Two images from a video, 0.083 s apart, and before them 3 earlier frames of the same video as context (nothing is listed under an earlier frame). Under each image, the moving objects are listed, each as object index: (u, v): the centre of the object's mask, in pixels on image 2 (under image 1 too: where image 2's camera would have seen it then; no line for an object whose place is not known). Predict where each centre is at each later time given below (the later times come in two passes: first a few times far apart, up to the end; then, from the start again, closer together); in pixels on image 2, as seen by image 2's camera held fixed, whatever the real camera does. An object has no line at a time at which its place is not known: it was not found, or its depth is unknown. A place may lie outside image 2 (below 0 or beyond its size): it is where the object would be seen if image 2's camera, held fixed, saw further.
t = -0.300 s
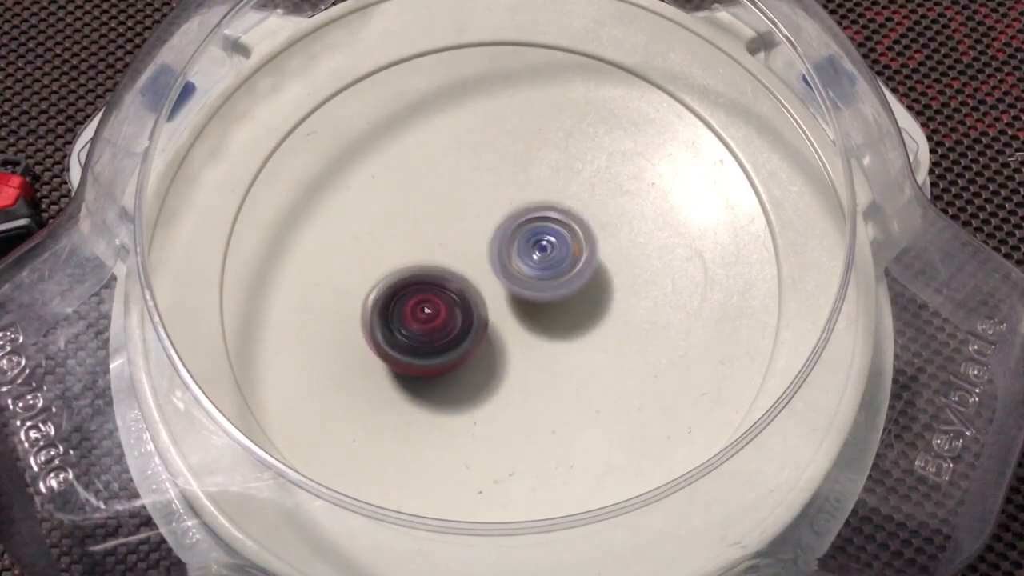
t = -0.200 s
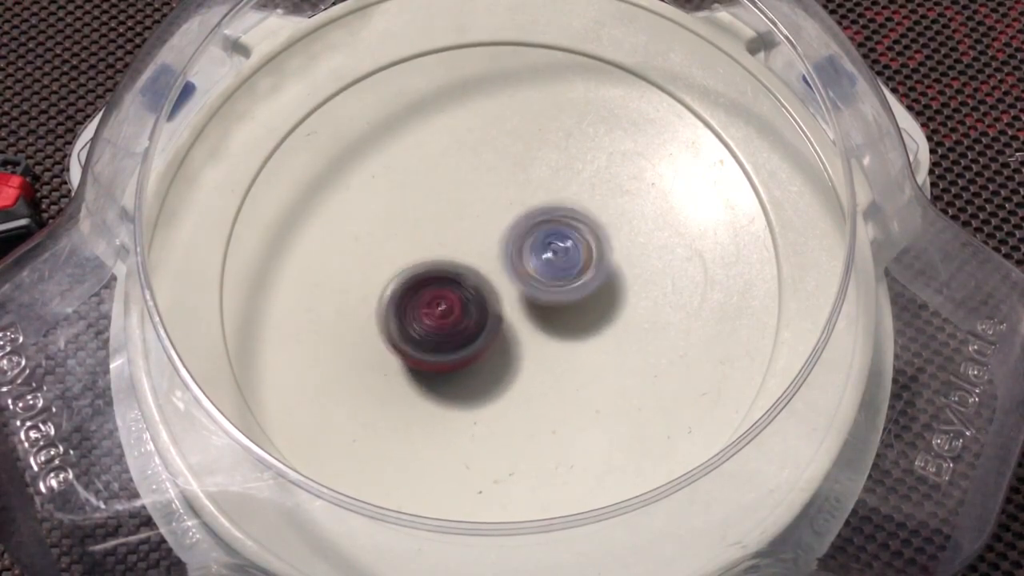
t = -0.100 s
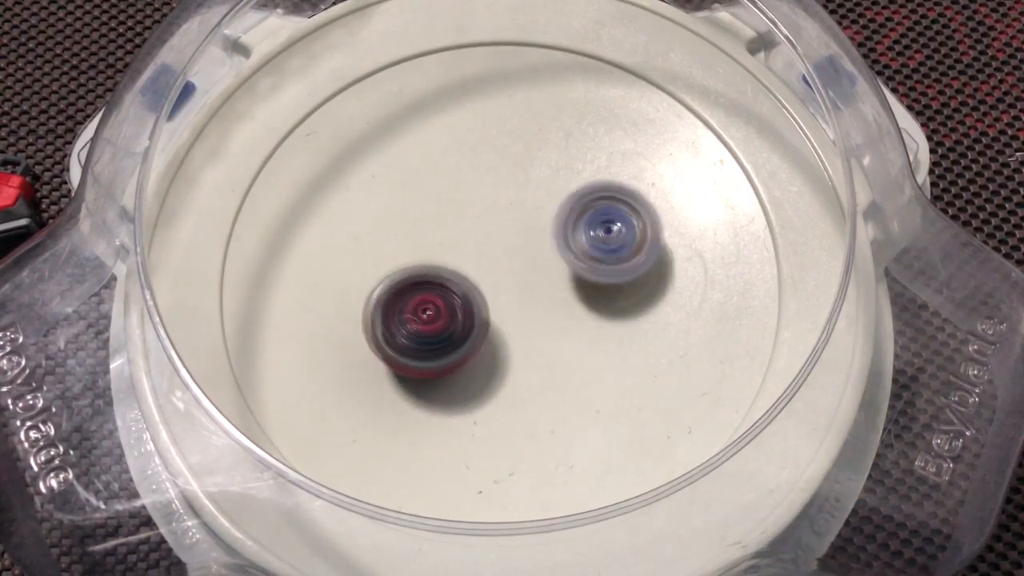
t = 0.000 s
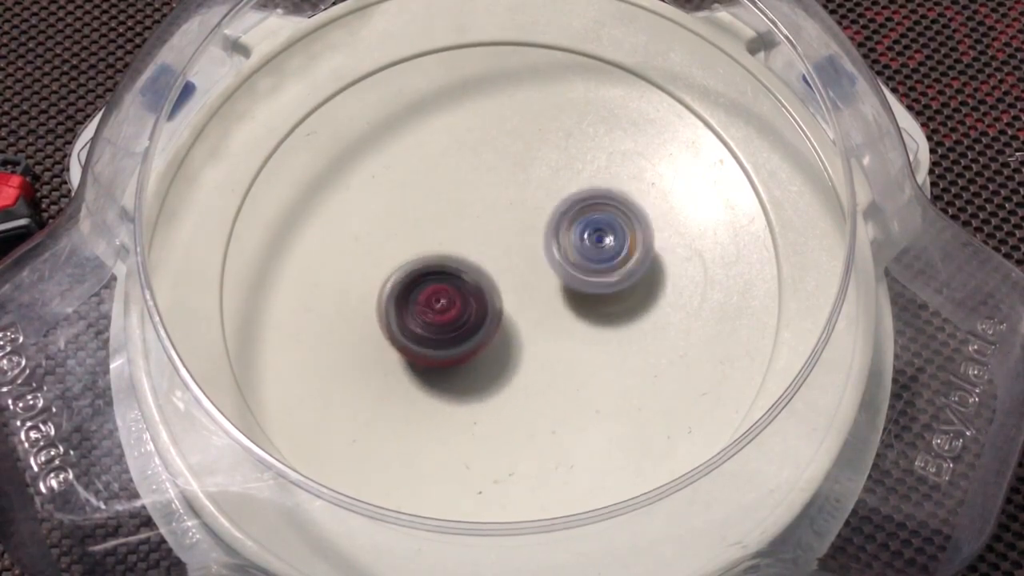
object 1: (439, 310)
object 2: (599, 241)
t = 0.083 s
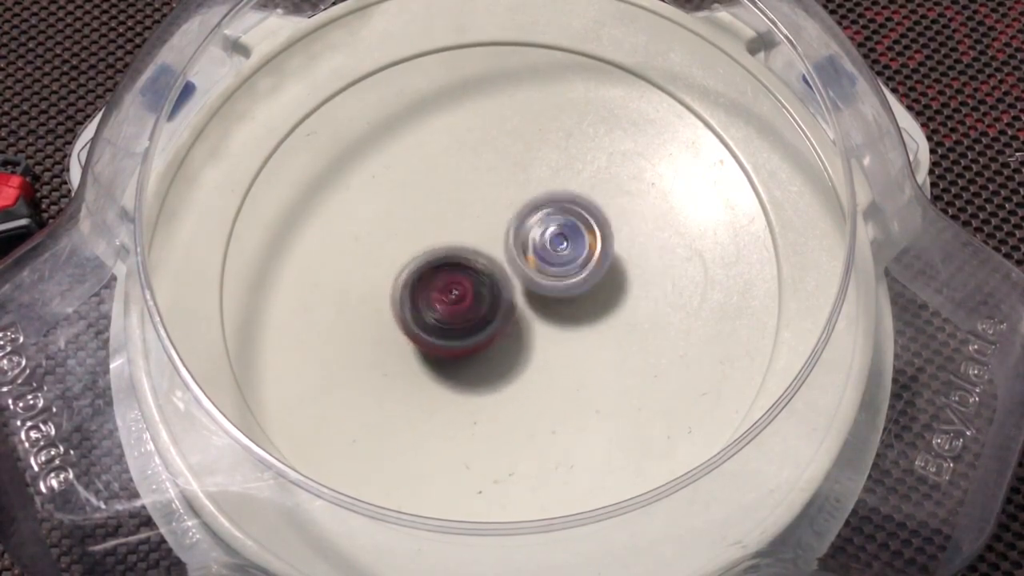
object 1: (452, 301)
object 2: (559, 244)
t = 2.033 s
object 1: (548, 309)
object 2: (449, 244)
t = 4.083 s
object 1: (385, 270)
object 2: (521, 274)
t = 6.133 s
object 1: (480, 149)
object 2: (490, 271)
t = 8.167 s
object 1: (575, 212)
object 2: (432, 236)
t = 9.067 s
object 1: (462, 206)
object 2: (474, 329)
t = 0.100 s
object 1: (448, 303)
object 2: (557, 238)
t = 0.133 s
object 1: (440, 306)
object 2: (555, 230)
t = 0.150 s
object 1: (438, 306)
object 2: (552, 227)
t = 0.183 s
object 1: (436, 305)
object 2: (547, 219)
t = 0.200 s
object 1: (435, 304)
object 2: (542, 218)
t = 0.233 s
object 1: (438, 301)
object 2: (536, 209)
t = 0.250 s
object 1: (440, 300)
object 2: (532, 208)
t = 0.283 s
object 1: (444, 296)
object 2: (525, 200)
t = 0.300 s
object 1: (446, 295)
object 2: (524, 197)
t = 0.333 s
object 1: (450, 292)
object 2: (520, 191)
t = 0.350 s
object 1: (453, 291)
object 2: (520, 189)
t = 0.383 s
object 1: (459, 287)
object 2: (520, 186)
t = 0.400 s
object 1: (463, 285)
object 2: (523, 185)
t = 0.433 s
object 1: (469, 282)
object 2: (526, 185)
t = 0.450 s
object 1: (471, 280)
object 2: (529, 186)
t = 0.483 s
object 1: (476, 284)
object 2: (538, 184)
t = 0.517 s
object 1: (480, 287)
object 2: (545, 182)
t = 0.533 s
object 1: (483, 288)
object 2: (550, 184)
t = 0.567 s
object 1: (486, 288)
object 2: (554, 189)
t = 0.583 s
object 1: (488, 288)
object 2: (557, 192)
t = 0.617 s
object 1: (491, 290)
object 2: (561, 203)
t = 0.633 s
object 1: (487, 298)
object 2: (570, 198)
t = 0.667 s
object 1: (476, 316)
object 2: (587, 189)
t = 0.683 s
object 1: (470, 323)
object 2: (591, 184)
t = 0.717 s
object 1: (462, 331)
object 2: (598, 176)
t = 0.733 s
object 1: (458, 334)
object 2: (599, 175)
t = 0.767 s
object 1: (452, 336)
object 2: (596, 173)
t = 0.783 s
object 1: (449, 336)
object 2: (594, 173)
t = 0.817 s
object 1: (444, 335)
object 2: (582, 174)
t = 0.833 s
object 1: (443, 333)
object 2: (574, 174)
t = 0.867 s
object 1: (442, 330)
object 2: (557, 179)
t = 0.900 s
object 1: (444, 324)
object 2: (537, 183)
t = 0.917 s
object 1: (444, 322)
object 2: (527, 183)
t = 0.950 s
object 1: (447, 316)
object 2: (509, 186)
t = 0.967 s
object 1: (449, 314)
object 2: (498, 187)
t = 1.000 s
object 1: (452, 308)
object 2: (483, 189)
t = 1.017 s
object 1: (454, 306)
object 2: (475, 192)
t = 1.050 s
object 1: (458, 301)
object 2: (464, 192)
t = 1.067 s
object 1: (461, 299)
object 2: (460, 192)
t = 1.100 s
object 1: (466, 301)
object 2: (452, 190)
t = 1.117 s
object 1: (469, 301)
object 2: (452, 187)
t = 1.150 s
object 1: (476, 301)
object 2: (451, 186)
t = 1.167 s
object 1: (479, 300)
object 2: (452, 186)
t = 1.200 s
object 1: (487, 299)
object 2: (459, 191)
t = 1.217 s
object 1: (490, 299)
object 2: (463, 194)
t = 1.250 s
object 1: (498, 299)
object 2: (472, 192)
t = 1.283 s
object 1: (502, 301)
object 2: (483, 192)
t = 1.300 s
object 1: (505, 302)
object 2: (489, 196)
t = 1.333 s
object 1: (515, 321)
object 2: (500, 186)
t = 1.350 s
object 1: (521, 338)
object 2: (501, 170)
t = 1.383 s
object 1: (530, 371)
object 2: (504, 144)
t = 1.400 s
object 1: (533, 383)
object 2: (504, 134)
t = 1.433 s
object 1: (535, 404)
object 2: (503, 115)
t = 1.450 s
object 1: (535, 412)
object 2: (500, 108)
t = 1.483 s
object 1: (534, 427)
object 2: (493, 101)
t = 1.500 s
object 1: (533, 431)
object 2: (490, 100)
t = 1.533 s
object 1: (529, 438)
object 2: (481, 98)
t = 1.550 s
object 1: (526, 439)
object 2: (476, 99)
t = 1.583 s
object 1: (520, 439)
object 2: (466, 103)
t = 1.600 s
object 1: (518, 438)
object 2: (461, 106)
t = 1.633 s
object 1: (516, 434)
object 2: (452, 115)
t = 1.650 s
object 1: (514, 430)
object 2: (448, 120)
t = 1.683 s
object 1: (512, 423)
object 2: (438, 133)
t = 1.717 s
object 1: (511, 412)
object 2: (430, 146)
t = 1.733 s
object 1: (510, 408)
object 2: (427, 154)
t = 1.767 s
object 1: (511, 397)
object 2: (422, 168)
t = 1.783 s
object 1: (511, 392)
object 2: (421, 175)
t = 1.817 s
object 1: (515, 381)
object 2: (416, 189)
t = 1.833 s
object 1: (516, 376)
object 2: (413, 194)
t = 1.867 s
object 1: (521, 365)
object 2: (414, 204)
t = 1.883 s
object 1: (523, 360)
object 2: (415, 210)
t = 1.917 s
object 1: (528, 349)
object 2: (420, 219)
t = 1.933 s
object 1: (530, 343)
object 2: (424, 223)
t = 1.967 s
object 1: (536, 332)
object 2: (432, 231)
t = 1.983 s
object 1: (538, 326)
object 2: (434, 233)
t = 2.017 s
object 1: (545, 316)
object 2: (443, 240)
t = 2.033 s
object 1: (548, 309)
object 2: (449, 244)
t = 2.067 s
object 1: (566, 303)
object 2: (448, 241)
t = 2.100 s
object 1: (589, 299)
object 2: (436, 234)
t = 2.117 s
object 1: (599, 298)
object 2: (431, 230)
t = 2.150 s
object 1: (615, 293)
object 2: (428, 223)
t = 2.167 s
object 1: (620, 292)
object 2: (429, 223)
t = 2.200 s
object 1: (630, 287)
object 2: (431, 221)
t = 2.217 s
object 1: (634, 285)
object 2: (434, 219)
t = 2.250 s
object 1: (641, 282)
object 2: (443, 221)
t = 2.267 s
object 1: (643, 279)
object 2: (447, 223)
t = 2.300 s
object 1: (648, 274)
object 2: (458, 227)
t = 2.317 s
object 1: (650, 271)
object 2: (467, 232)
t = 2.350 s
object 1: (653, 266)
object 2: (479, 240)
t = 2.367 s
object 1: (653, 263)
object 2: (484, 242)
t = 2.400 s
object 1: (654, 258)
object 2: (496, 251)
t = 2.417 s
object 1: (655, 256)
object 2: (503, 258)
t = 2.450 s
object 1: (652, 252)
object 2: (511, 268)
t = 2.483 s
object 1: (650, 247)
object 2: (517, 280)
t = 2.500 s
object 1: (648, 244)
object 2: (520, 285)
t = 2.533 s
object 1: (644, 238)
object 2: (523, 297)
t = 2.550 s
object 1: (641, 235)
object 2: (521, 304)
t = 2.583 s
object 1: (636, 229)
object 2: (518, 313)
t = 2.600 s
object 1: (633, 226)
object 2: (517, 316)
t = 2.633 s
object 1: (627, 221)
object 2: (508, 320)
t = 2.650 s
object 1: (624, 218)
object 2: (502, 321)
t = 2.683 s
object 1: (615, 212)
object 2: (493, 318)
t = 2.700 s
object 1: (612, 210)
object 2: (490, 315)
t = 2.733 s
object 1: (601, 205)
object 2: (483, 308)
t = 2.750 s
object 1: (597, 203)
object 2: (477, 303)
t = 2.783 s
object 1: (586, 198)
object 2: (473, 292)
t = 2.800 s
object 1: (581, 198)
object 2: (473, 287)
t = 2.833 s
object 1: (572, 195)
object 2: (471, 273)
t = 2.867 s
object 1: (562, 193)
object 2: (470, 262)
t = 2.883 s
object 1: (561, 189)
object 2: (465, 259)
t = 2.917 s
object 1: (558, 182)
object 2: (458, 257)
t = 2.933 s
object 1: (556, 179)
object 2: (457, 256)
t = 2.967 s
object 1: (547, 175)
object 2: (456, 255)
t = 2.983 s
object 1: (544, 173)
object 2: (456, 254)
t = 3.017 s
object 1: (537, 168)
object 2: (459, 256)
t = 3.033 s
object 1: (532, 166)
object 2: (462, 259)
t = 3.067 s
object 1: (525, 164)
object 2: (467, 265)
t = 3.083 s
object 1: (520, 162)
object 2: (469, 267)
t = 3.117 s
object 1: (511, 161)
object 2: (476, 274)
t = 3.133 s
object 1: (507, 161)
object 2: (479, 280)
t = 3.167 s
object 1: (497, 163)
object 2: (485, 289)
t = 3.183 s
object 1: (493, 163)
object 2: (487, 292)
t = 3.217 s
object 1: (483, 166)
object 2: (490, 302)
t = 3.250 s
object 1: (473, 171)
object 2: (490, 311)
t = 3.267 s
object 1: (469, 172)
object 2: (491, 319)
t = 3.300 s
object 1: (459, 177)
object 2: (487, 326)
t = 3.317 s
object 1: (455, 179)
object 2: (482, 327)
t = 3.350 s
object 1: (446, 182)
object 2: (475, 331)
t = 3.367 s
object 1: (441, 185)
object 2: (473, 333)
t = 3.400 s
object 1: (433, 188)
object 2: (463, 331)
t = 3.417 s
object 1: (429, 191)
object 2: (456, 328)
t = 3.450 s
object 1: (422, 195)
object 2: (448, 322)
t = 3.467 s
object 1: (418, 197)
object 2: (446, 316)
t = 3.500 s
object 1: (411, 200)
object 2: (440, 307)
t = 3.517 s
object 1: (407, 200)
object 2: (439, 307)
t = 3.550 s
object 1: (396, 195)
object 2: (445, 310)
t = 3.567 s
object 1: (390, 190)
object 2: (451, 315)
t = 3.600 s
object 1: (382, 184)
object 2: (459, 322)
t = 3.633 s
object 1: (378, 180)
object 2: (466, 326)
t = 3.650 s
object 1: (376, 179)
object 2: (469, 328)
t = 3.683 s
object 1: (374, 181)
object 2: (474, 331)
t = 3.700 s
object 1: (374, 182)
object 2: (479, 332)
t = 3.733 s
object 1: (373, 186)
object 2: (483, 333)
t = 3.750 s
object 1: (373, 189)
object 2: (484, 333)
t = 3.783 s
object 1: (372, 194)
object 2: (488, 331)
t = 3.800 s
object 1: (371, 198)
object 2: (491, 328)
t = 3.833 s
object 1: (371, 204)
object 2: (494, 323)
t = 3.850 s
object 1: (370, 207)
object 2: (495, 321)
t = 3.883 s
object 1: (371, 213)
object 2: (498, 314)
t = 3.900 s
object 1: (372, 216)
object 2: (500, 310)
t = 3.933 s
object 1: (373, 224)
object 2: (502, 302)
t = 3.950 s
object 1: (375, 229)
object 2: (504, 298)
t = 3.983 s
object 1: (378, 239)
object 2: (507, 291)
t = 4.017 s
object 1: (383, 249)
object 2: (509, 285)
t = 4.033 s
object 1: (386, 255)
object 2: (508, 283)
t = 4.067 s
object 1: (389, 265)
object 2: (512, 278)
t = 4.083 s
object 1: (385, 270)
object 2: (521, 274)
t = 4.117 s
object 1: (376, 283)
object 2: (540, 269)
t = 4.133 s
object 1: (373, 288)
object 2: (546, 266)
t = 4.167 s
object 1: (369, 296)
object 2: (555, 262)
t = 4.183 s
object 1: (367, 300)
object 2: (559, 262)
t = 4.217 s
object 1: (367, 307)
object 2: (563, 261)
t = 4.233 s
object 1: (368, 309)
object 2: (563, 261)
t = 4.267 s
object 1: (370, 316)
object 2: (563, 262)
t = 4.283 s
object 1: (373, 319)
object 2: (563, 262)
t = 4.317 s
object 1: (378, 325)
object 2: (559, 264)
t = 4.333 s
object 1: (381, 328)
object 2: (556, 266)
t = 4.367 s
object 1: (389, 333)
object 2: (550, 268)
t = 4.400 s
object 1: (398, 337)
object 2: (544, 270)
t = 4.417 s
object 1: (402, 339)
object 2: (541, 269)
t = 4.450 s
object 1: (411, 343)
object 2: (534, 270)
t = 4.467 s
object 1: (418, 345)
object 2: (530, 271)
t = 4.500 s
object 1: (429, 347)
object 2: (524, 270)
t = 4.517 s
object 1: (434, 349)
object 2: (520, 269)
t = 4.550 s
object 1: (432, 372)
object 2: (530, 250)
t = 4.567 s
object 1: (428, 382)
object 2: (540, 234)
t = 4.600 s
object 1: (423, 398)
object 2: (553, 209)
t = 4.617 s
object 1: (422, 404)
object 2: (558, 201)
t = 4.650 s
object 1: (421, 410)
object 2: (566, 184)
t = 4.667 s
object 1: (421, 412)
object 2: (566, 177)
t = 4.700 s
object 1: (425, 416)
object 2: (568, 170)
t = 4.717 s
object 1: (428, 418)
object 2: (569, 169)
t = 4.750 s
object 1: (434, 418)
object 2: (565, 168)
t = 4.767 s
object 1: (437, 419)
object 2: (560, 170)
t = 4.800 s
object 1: (444, 418)
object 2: (552, 173)
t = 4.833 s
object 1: (453, 416)
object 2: (543, 180)
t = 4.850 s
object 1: (456, 414)
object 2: (538, 180)
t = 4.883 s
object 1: (465, 410)
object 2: (527, 185)
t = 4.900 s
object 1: (470, 407)
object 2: (522, 190)
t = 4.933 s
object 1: (479, 401)
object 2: (514, 195)
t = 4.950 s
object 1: (483, 396)
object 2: (509, 197)
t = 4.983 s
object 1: (492, 389)
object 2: (503, 202)
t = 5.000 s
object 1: (497, 385)
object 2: (503, 205)
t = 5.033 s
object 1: (507, 376)
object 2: (501, 210)
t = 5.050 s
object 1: (511, 371)
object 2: (499, 215)
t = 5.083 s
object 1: (521, 363)
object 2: (500, 222)
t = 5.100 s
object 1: (527, 359)
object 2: (502, 226)
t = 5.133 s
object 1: (536, 348)
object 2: (503, 234)
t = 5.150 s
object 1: (540, 342)
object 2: (503, 237)
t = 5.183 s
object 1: (552, 339)
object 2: (498, 237)
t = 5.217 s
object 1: (561, 333)
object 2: (494, 237)
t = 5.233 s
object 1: (565, 329)
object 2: (491, 238)
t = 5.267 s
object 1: (572, 321)
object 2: (487, 240)
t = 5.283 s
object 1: (575, 316)
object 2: (486, 241)
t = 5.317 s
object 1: (580, 305)
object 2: (483, 243)
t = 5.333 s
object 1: (584, 300)
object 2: (480, 245)
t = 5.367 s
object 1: (596, 292)
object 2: (468, 242)
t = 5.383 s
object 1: (599, 288)
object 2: (463, 241)
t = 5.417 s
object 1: (605, 280)
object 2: (454, 240)
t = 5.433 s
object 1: (608, 276)
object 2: (450, 240)
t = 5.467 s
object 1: (612, 267)
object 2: (443, 239)
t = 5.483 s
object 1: (613, 262)
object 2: (439, 238)
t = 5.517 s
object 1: (615, 253)
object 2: (433, 238)
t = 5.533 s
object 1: (615, 247)
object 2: (432, 238)
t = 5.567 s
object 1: (615, 238)
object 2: (427, 236)
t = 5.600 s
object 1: (613, 228)
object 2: (424, 236)
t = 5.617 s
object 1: (610, 223)
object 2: (424, 237)
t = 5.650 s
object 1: (605, 214)
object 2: (425, 238)
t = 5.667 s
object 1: (603, 210)
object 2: (425, 239)
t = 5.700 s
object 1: (597, 202)
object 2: (428, 242)
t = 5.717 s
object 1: (593, 199)
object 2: (429, 242)
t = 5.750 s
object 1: (586, 191)
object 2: (433, 245)
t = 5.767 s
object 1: (583, 188)
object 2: (436, 248)
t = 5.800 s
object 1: (575, 182)
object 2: (441, 251)
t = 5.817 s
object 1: (570, 178)
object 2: (442, 252)
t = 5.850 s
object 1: (560, 173)
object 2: (447, 254)
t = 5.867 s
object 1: (556, 171)
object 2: (450, 253)
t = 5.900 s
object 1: (546, 167)
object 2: (456, 254)
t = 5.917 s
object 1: (541, 165)
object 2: (460, 255)
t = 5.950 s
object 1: (531, 163)
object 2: (467, 254)
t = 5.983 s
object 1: (522, 159)
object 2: (470, 256)
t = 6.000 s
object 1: (517, 158)
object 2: (471, 258)
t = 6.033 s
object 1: (508, 155)
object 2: (476, 260)
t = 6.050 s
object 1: (505, 154)
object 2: (478, 260)
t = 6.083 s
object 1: (495, 153)
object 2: (483, 264)
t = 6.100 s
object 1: (490, 151)
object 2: (486, 266)
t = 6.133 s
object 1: (480, 149)
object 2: (490, 271)
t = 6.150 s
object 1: (477, 149)
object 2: (492, 274)
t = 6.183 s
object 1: (468, 151)
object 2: (497, 277)
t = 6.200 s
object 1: (463, 152)
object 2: (498, 279)
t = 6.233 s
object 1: (455, 155)
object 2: (503, 283)
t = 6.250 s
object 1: (450, 159)
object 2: (507, 284)
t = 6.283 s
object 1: (442, 163)
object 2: (510, 288)
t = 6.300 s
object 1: (439, 165)
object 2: (512, 291)
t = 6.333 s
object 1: (431, 170)
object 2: (515, 295)
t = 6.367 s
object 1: (423, 178)
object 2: (518, 299)
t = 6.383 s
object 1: (419, 183)
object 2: (518, 301)
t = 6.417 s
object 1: (412, 190)
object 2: (519, 304)
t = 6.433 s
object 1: (409, 194)
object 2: (518, 304)
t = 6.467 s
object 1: (403, 203)
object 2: (518, 307)
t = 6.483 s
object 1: (399, 207)
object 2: (519, 308)
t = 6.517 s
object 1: (394, 217)
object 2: (518, 307)
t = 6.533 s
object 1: (392, 223)
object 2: (517, 308)
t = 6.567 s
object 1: (388, 234)
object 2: (516, 307)
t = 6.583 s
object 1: (387, 239)
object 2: (515, 307)
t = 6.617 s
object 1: (384, 250)
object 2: (514, 305)
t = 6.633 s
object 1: (383, 257)
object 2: (513, 304)
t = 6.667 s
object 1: (382, 267)
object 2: (511, 302)
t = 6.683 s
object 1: (383, 273)
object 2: (511, 301)
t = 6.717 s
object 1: (384, 282)
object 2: (509, 299)
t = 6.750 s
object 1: (384, 291)
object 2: (506, 297)
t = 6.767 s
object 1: (384, 294)
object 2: (507, 296)
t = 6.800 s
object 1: (385, 303)
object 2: (510, 296)
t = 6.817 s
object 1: (387, 309)
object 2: (510, 295)
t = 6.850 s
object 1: (387, 318)
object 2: (515, 293)
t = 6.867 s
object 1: (388, 322)
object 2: (515, 293)
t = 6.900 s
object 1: (393, 331)
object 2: (518, 291)
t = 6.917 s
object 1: (395, 335)
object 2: (519, 290)
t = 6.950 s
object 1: (402, 342)
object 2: (518, 287)
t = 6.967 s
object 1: (407, 345)
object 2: (519, 286)
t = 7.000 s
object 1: (415, 349)
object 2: (518, 284)
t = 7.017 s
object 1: (419, 351)
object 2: (517, 282)
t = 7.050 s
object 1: (428, 356)
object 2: (516, 278)
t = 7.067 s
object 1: (432, 359)
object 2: (515, 277)
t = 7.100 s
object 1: (438, 363)
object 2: (517, 272)
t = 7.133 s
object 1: (445, 366)
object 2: (518, 268)
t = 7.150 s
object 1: (451, 366)
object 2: (518, 266)
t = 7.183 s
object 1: (461, 367)
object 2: (520, 262)
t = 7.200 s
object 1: (466, 367)
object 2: (521, 259)
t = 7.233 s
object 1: (478, 366)
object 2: (521, 258)
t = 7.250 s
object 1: (484, 366)
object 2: (523, 257)
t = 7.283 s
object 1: (494, 364)
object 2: (523, 255)
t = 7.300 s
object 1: (500, 364)
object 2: (523, 255)
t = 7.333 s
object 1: (514, 373)
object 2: (519, 242)
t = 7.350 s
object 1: (520, 375)
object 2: (517, 231)
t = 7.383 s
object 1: (529, 379)
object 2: (512, 219)
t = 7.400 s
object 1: (534, 379)
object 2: (511, 213)
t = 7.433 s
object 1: (543, 377)
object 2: (508, 208)
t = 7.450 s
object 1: (546, 376)
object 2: (508, 207)
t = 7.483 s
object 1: (555, 372)
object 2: (507, 203)
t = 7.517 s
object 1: (563, 367)
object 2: (505, 203)
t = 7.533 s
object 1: (566, 364)
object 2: (506, 204)
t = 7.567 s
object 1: (572, 357)
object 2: (504, 204)
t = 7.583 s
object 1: (575, 354)
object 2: (503, 206)
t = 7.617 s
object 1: (579, 346)
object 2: (502, 208)
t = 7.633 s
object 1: (582, 341)
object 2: (501, 209)
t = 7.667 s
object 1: (586, 331)
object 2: (500, 212)
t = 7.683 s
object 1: (588, 327)
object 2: (499, 213)
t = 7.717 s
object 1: (589, 316)
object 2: (498, 217)
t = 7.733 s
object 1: (589, 312)
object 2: (498, 219)
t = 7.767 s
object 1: (590, 301)
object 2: (497, 221)
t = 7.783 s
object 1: (590, 295)
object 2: (497, 224)
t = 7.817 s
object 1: (591, 286)
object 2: (495, 227)
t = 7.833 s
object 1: (593, 281)
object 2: (491, 226)
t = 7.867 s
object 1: (602, 276)
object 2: (476, 221)
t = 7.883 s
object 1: (604, 272)
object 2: (470, 220)
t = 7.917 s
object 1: (606, 266)
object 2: (462, 220)
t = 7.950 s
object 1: (606, 259)
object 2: (454, 221)
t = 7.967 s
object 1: (604, 255)
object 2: (450, 222)
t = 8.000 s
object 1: (602, 247)
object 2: (445, 224)
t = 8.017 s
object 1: (601, 244)
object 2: (443, 225)
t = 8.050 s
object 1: (597, 235)
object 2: (437, 227)
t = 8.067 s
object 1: (595, 232)
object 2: (437, 228)
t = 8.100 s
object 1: (590, 225)
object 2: (433, 231)
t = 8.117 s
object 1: (587, 221)
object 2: (431, 232)
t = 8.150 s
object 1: (580, 216)
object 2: (431, 235)
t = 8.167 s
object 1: (575, 212)
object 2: (432, 236)
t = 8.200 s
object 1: (568, 207)
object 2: (434, 240)
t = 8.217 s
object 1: (563, 205)
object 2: (434, 242)
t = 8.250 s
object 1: (553, 201)
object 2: (440, 248)
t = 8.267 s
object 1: (549, 201)
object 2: (442, 249)
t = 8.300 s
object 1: (545, 194)
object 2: (440, 257)
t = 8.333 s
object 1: (543, 188)
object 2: (437, 266)
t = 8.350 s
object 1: (542, 186)
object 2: (437, 268)
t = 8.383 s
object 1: (536, 185)
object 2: (436, 273)
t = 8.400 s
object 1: (534, 183)
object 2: (437, 273)
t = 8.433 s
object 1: (527, 183)
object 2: (437, 276)
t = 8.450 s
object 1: (522, 182)
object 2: (439, 277)
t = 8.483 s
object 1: (515, 183)
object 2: (441, 277)
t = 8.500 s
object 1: (511, 184)
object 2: (442, 277)
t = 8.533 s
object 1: (504, 184)
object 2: (446, 277)
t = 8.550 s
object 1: (502, 181)
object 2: (442, 283)
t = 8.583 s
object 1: (503, 173)
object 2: (432, 298)
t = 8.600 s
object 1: (503, 170)
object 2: (428, 303)
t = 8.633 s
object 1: (502, 168)
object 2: (425, 309)
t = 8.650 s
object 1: (500, 168)
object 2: (424, 312)
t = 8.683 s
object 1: (498, 170)
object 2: (427, 315)
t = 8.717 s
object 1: (494, 173)
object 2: (430, 320)
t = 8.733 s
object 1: (492, 173)
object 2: (432, 321)
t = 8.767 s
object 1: (488, 177)
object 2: (434, 323)
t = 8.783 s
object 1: (486, 179)
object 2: (437, 323)
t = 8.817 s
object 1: (483, 183)
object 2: (442, 321)
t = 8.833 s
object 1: (480, 186)
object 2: (445, 321)
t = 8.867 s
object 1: (477, 192)
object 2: (451, 317)
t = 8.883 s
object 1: (476, 194)
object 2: (454, 317)
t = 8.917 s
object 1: (472, 202)
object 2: (461, 313)
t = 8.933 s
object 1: (471, 204)
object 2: (463, 313)
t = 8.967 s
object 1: (467, 203)
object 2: (470, 319)
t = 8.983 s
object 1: (466, 199)
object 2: (471, 323)
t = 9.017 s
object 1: (464, 202)
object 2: (473, 327)
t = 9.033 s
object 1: (463, 203)
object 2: (472, 327)
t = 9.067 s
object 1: (462, 206)
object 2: (474, 329)
